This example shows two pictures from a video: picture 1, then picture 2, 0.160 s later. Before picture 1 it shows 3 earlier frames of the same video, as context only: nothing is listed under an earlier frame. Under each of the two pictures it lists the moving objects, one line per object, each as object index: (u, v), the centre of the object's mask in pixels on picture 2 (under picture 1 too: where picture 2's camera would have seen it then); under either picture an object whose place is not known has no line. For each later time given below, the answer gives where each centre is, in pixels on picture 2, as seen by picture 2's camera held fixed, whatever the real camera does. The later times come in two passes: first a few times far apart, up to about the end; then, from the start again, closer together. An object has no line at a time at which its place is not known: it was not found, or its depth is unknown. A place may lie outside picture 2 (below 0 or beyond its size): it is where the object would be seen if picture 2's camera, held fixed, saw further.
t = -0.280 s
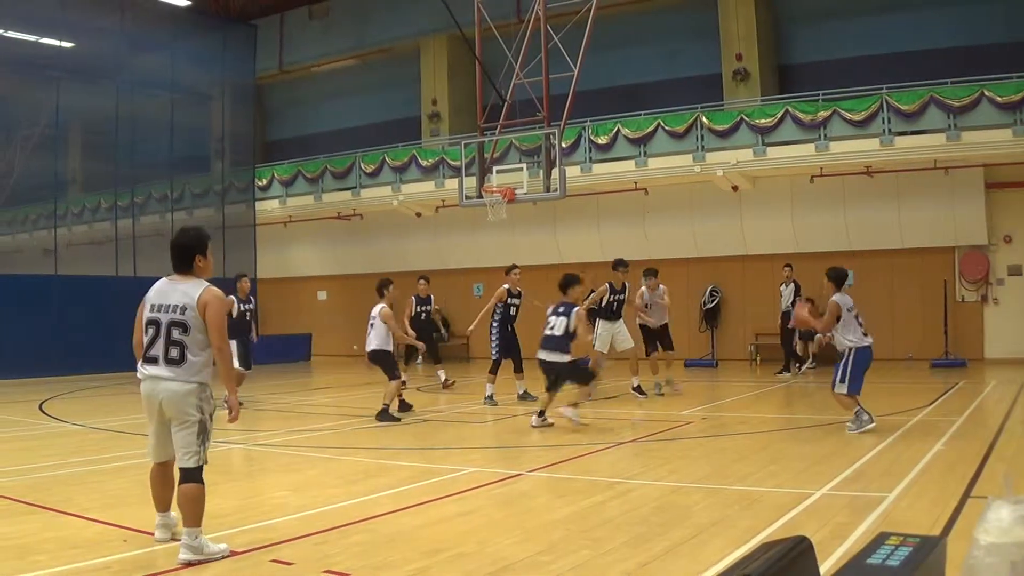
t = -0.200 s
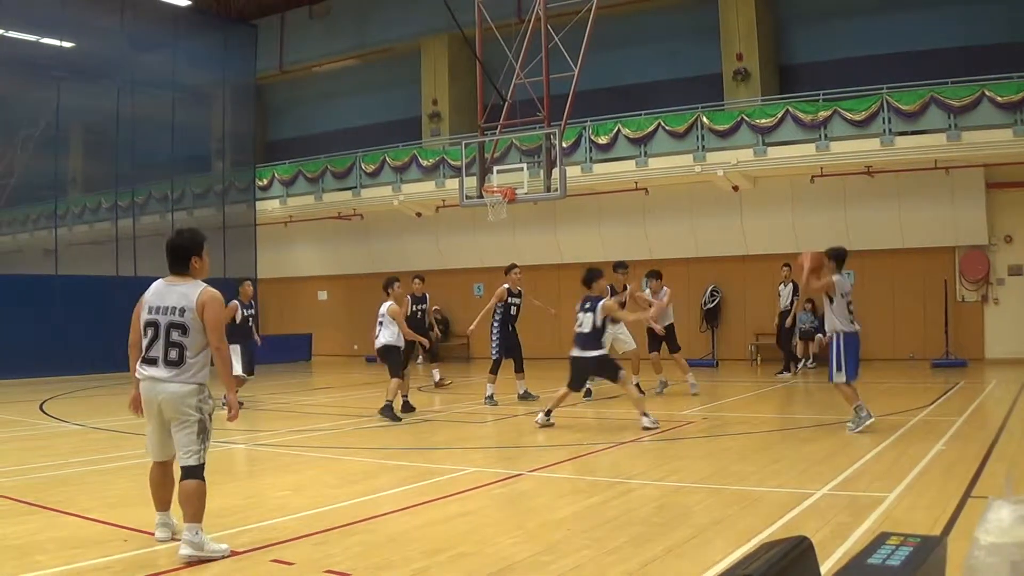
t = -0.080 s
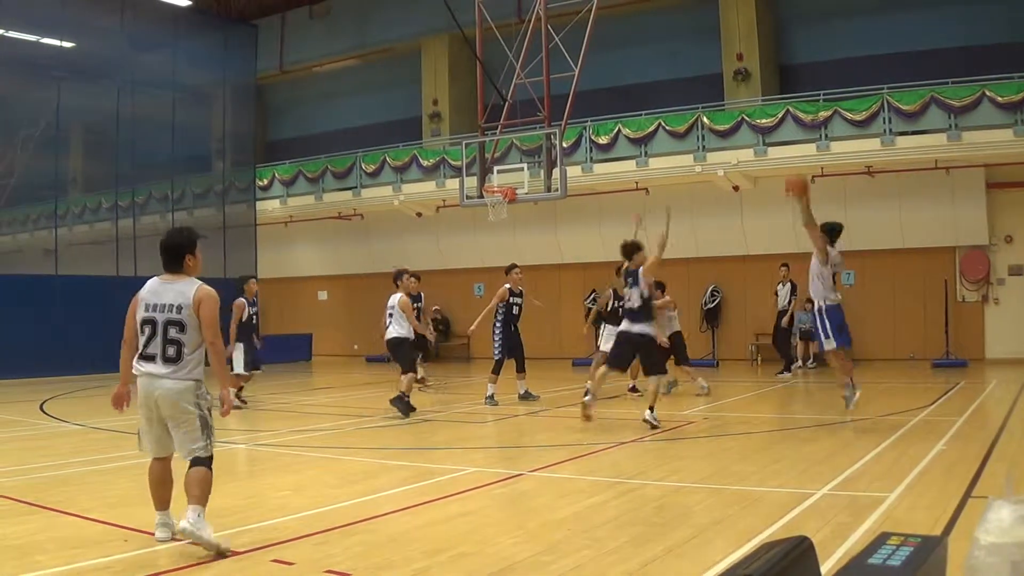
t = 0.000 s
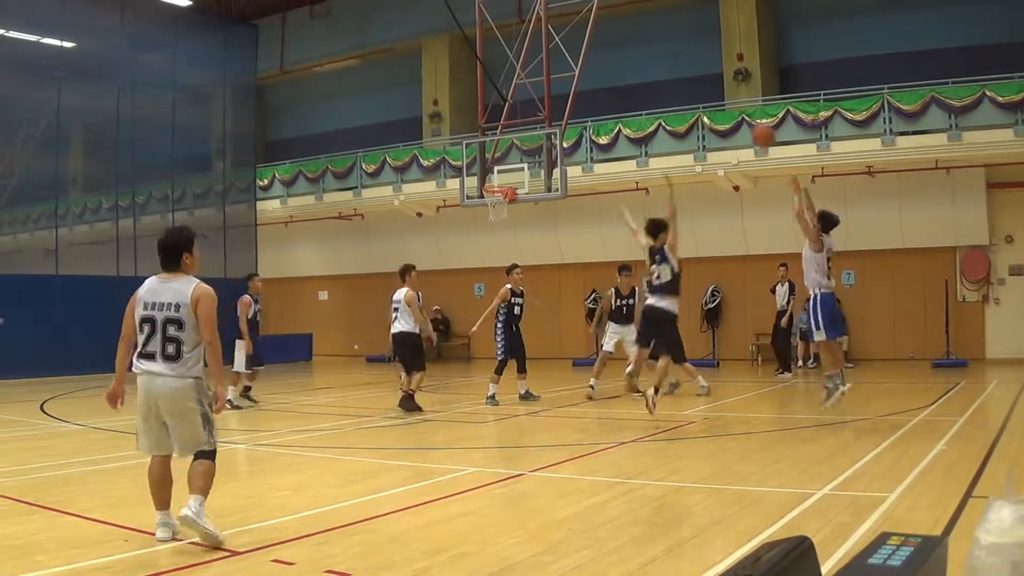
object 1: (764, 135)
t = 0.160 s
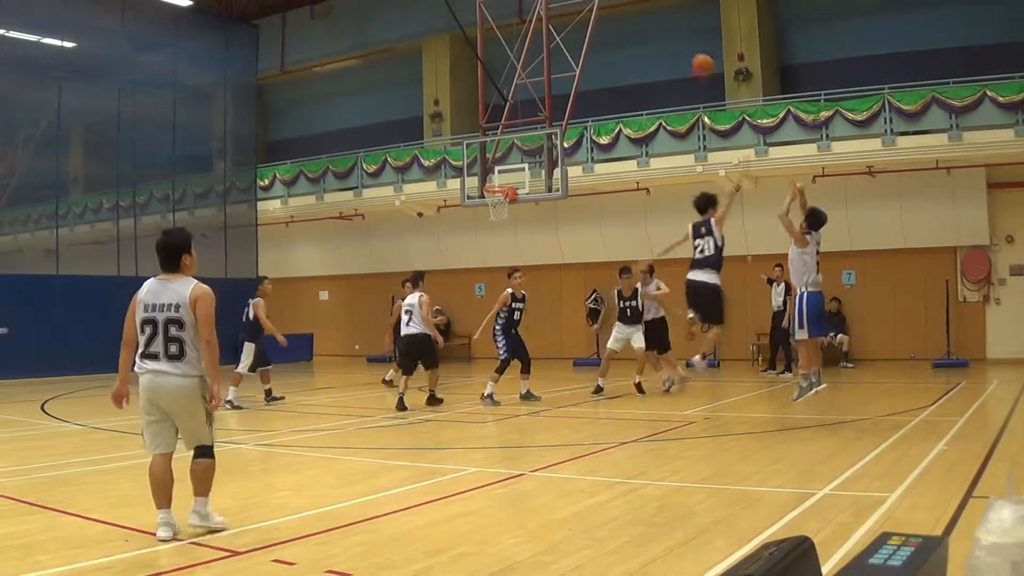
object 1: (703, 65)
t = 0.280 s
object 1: (663, 34)
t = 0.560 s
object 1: (588, 14)
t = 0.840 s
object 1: (530, 50)
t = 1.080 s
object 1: (488, 117)
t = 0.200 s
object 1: (689, 52)
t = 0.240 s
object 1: (677, 42)
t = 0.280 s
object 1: (663, 34)
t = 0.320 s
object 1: (652, 26)
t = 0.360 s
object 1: (639, 21)
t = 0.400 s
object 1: (628, 17)
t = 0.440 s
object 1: (618, 14)
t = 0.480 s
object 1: (607, 14)
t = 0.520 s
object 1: (598, 14)
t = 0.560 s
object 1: (588, 14)
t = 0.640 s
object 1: (571, 20)
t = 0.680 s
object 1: (562, 24)
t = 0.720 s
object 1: (554, 29)
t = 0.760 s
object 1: (545, 35)
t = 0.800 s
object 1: (537, 42)
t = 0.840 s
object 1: (530, 50)
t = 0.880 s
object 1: (523, 60)
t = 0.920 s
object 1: (517, 69)
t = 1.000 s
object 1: (502, 92)
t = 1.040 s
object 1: (495, 105)
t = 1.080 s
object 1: (488, 117)
